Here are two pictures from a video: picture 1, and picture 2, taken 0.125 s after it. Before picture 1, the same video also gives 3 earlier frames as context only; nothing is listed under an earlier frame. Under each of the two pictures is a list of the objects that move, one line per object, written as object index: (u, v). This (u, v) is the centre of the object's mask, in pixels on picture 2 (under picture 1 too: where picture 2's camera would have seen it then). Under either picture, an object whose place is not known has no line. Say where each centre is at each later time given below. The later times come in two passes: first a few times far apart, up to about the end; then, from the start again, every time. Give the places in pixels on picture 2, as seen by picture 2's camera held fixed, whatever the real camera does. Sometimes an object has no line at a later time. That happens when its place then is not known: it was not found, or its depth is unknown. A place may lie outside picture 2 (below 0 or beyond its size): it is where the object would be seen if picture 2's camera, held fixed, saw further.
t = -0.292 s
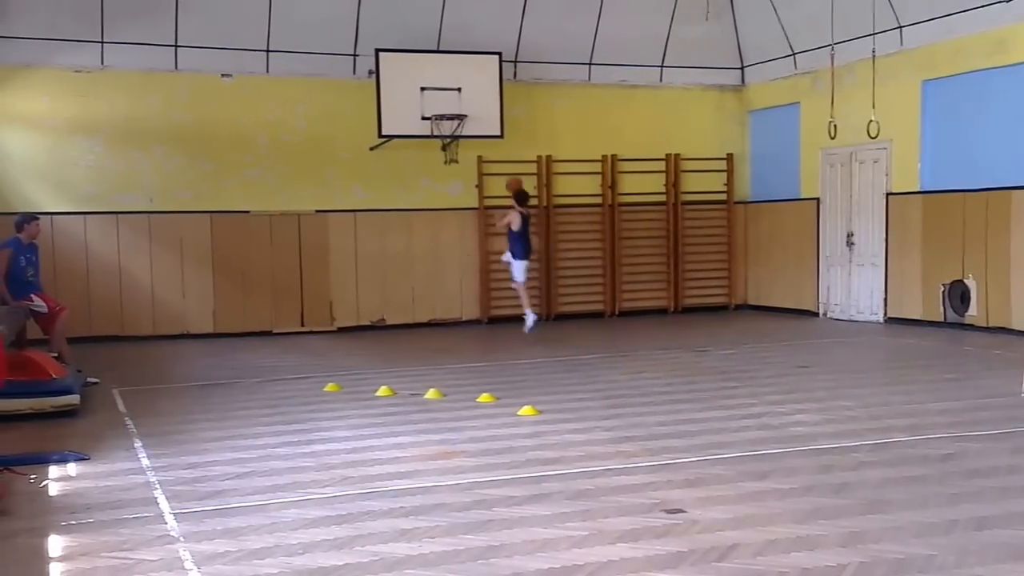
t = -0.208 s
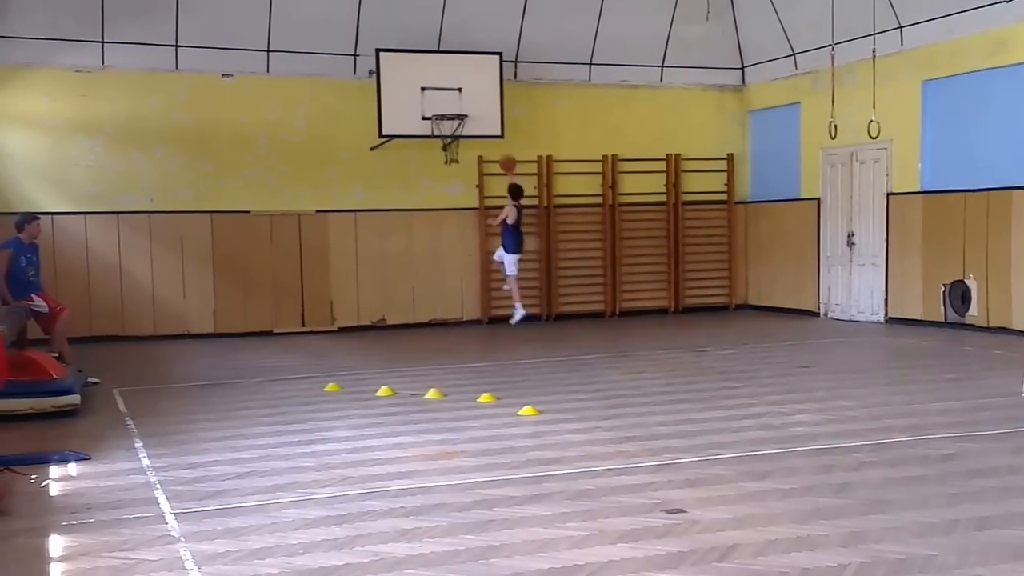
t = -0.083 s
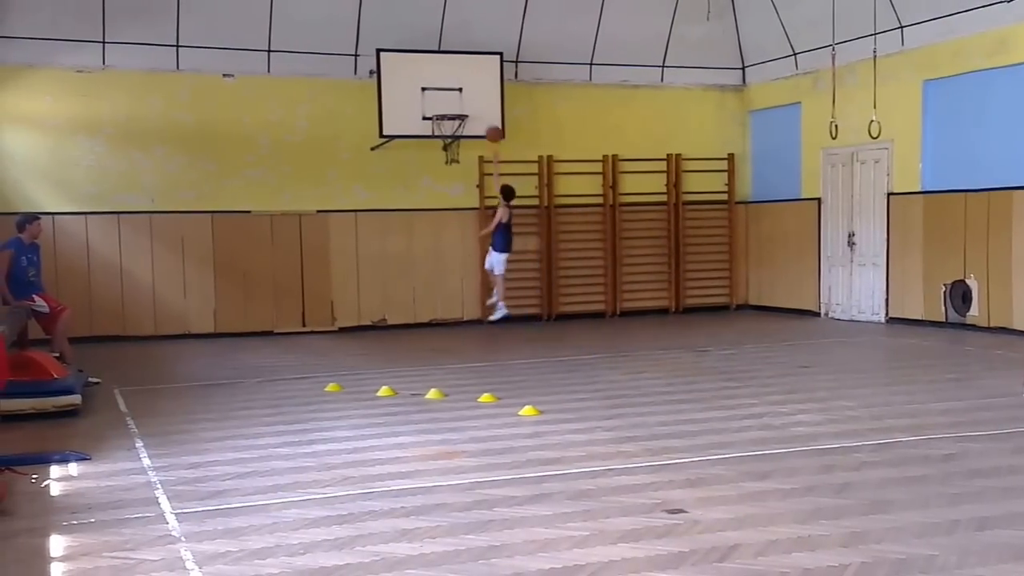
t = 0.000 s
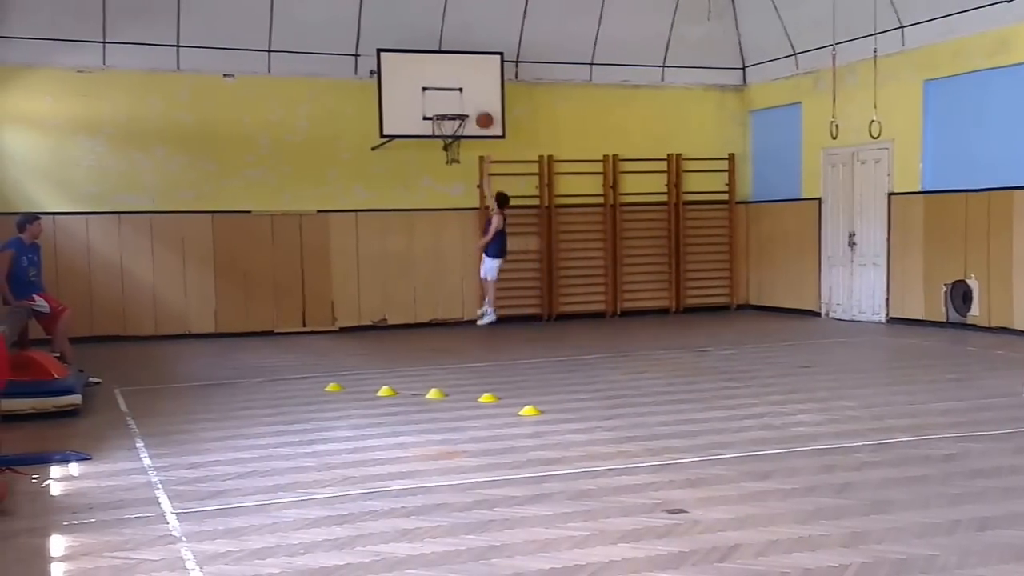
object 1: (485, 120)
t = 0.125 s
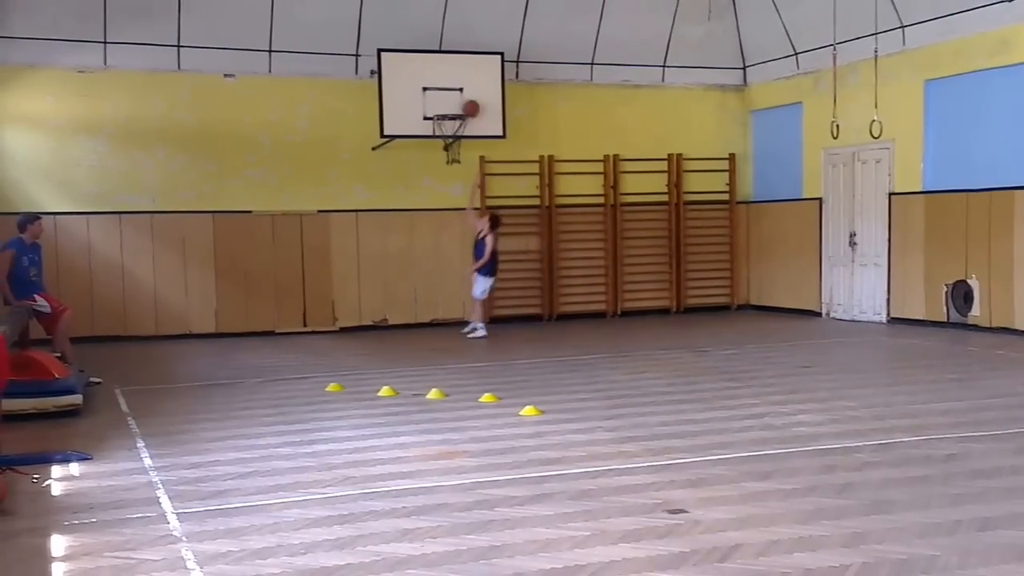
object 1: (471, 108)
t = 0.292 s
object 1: (465, 104)
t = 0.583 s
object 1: (451, 124)
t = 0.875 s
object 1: (453, 135)
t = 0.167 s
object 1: (469, 106)
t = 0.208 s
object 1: (467, 104)
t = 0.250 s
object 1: (466, 104)
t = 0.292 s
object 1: (465, 104)
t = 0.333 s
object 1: (464, 106)
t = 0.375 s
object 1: (462, 107)
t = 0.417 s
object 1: (460, 108)
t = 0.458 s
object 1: (457, 110)
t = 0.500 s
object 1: (455, 115)
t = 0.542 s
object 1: (453, 119)
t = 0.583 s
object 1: (451, 124)
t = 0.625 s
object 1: (449, 129)
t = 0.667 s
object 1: (449, 129)
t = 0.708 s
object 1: (449, 128)
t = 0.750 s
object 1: (450, 128)
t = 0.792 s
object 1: (451, 129)
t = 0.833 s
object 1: (452, 131)
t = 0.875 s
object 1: (453, 135)
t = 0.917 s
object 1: (453, 141)
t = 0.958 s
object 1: (453, 148)
